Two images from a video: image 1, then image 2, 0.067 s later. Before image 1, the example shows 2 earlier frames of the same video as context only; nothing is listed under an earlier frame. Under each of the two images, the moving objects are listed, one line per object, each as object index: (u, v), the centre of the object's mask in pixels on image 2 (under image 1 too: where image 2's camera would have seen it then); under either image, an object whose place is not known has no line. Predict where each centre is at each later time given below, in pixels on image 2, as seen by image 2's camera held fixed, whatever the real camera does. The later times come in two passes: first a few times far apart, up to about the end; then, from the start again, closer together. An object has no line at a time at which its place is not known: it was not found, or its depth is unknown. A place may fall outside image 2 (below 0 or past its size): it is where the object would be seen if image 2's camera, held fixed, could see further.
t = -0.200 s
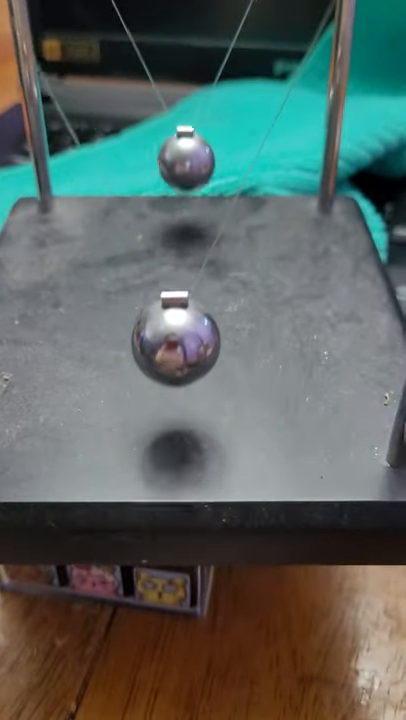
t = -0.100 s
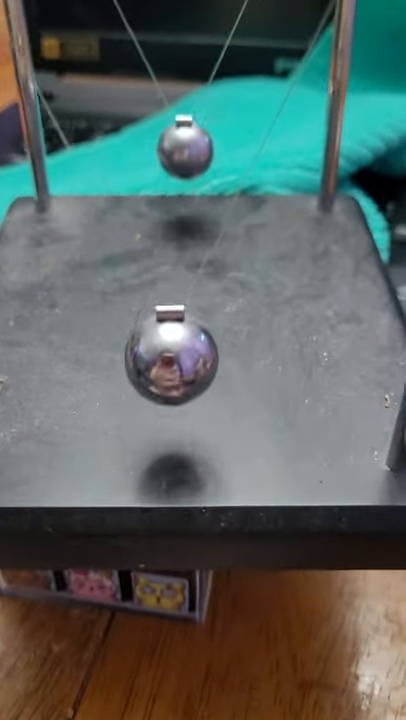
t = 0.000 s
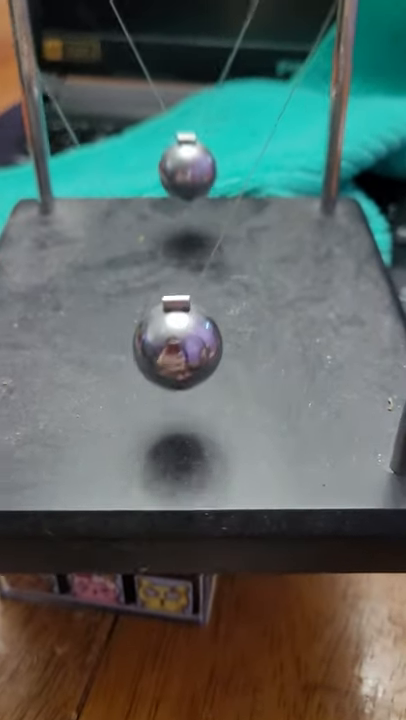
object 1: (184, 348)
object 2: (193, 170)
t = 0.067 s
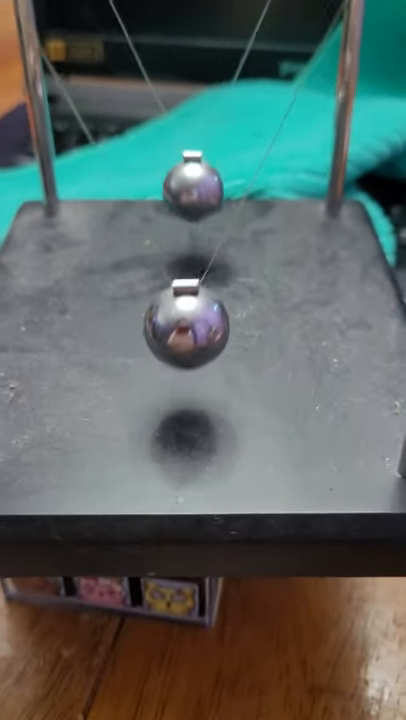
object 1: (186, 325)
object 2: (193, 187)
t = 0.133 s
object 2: (193, 199)
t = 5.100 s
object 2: (195, 171)
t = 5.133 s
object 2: (195, 180)
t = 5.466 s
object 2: (195, 185)
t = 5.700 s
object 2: (195, 163)
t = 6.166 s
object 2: (195, 170)
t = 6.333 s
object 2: (195, 163)
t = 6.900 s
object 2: (195, 156)
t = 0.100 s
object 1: (187, 312)
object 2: (193, 195)
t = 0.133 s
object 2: (193, 199)
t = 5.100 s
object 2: (195, 171)
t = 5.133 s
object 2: (195, 180)
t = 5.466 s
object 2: (195, 185)
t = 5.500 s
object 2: (195, 176)
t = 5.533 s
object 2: (195, 169)
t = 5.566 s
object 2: (195, 162)
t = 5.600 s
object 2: (195, 157)
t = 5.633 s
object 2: (195, 156)
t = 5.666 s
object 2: (195, 158)
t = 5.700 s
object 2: (195, 163)
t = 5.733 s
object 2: (195, 170)
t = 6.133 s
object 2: (195, 178)
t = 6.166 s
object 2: (195, 170)
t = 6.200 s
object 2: (195, 162)
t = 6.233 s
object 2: (195, 158)
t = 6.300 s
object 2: (195, 158)
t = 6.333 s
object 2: (195, 163)
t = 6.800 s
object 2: (195, 171)
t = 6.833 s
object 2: (195, 163)
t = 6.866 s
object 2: (195, 158)
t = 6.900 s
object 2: (195, 156)
